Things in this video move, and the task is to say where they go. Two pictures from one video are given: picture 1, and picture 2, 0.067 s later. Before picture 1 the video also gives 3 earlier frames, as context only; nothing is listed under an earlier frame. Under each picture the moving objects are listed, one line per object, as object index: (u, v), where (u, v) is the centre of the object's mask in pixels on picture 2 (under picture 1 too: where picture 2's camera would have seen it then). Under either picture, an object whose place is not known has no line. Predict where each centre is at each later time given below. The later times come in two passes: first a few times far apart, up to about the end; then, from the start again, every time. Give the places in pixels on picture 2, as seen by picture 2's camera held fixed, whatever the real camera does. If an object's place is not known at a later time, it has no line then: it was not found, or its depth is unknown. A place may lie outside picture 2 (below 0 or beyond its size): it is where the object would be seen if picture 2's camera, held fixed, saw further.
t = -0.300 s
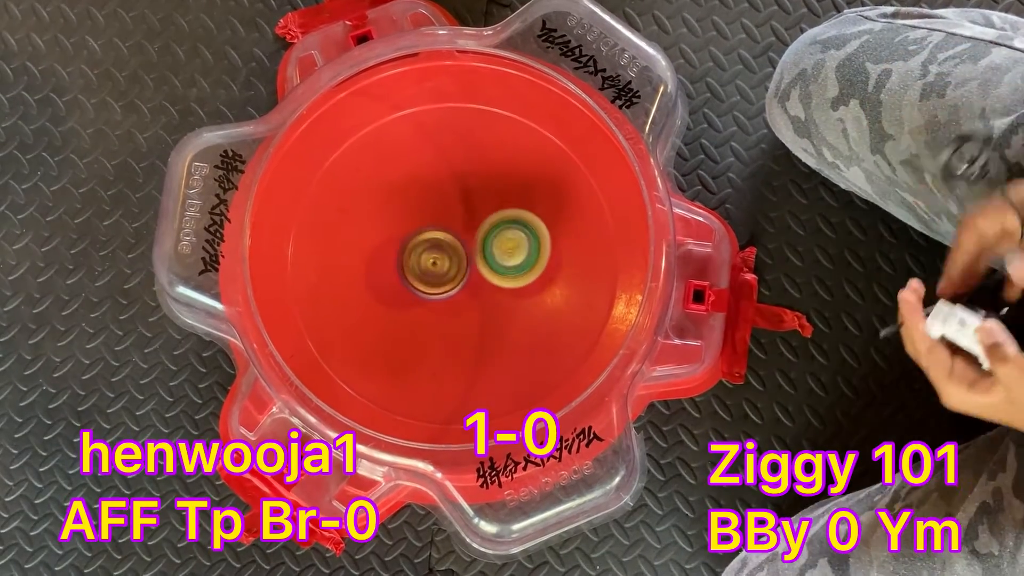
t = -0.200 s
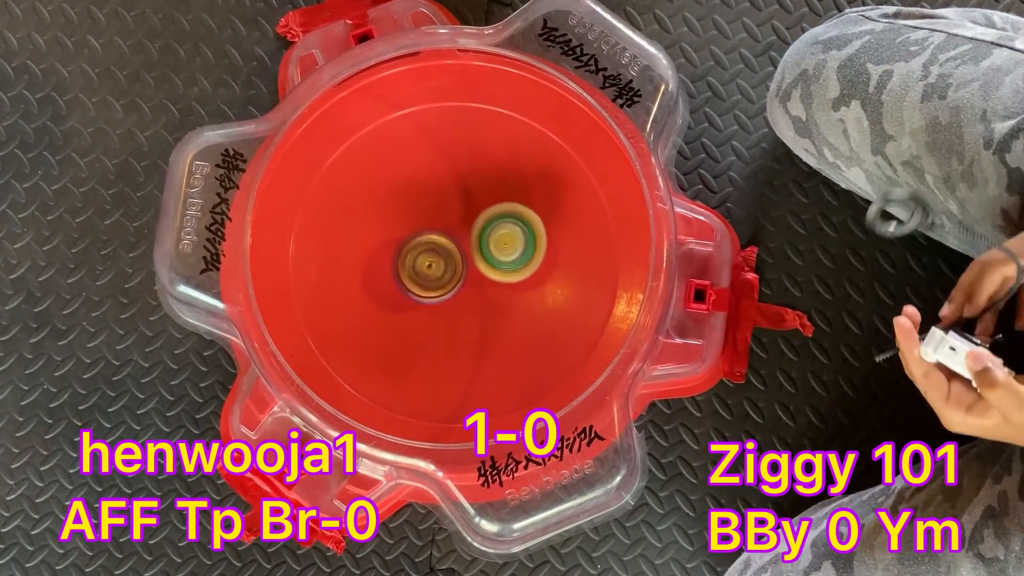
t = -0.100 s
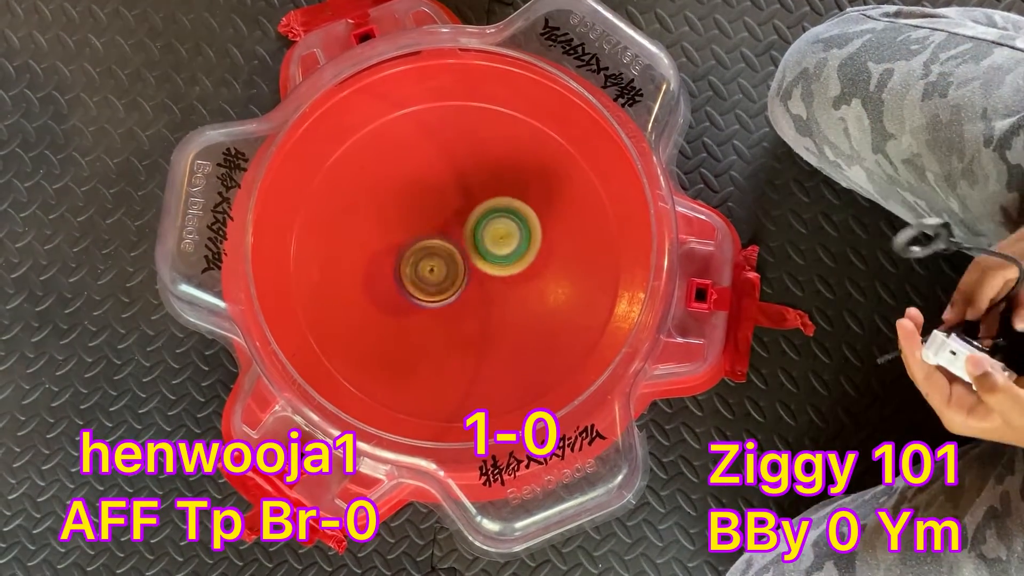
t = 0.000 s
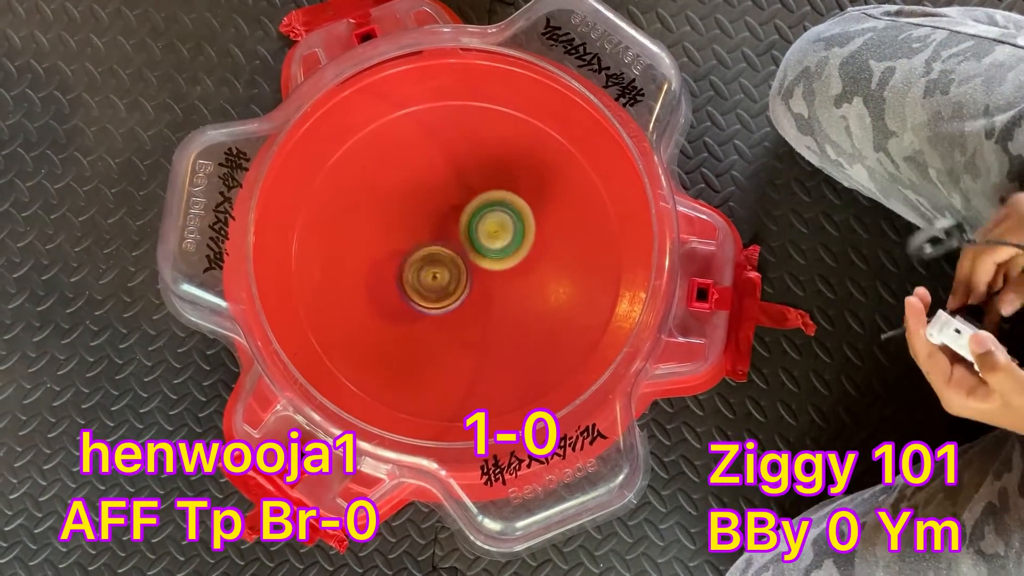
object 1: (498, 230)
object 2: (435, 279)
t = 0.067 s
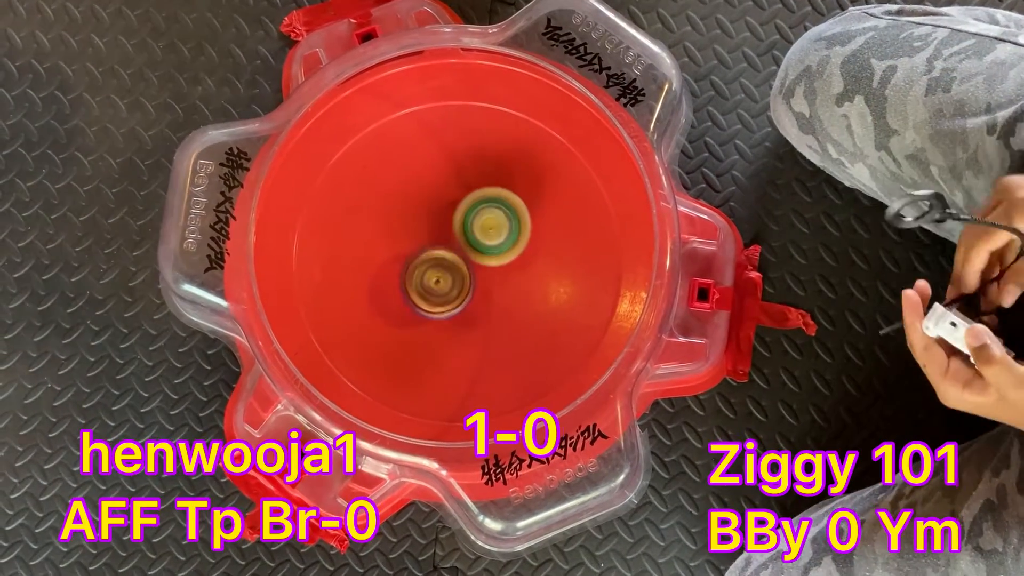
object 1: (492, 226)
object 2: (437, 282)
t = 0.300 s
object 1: (475, 218)
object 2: (445, 290)
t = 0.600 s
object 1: (452, 212)
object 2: (451, 291)
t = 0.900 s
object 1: (434, 204)
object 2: (464, 319)
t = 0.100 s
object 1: (490, 224)
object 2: (437, 285)
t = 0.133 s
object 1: (487, 222)
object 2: (437, 289)
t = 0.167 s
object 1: (484, 221)
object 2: (438, 292)
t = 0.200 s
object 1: (482, 220)
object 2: (439, 293)
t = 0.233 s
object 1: (480, 219)
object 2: (441, 293)
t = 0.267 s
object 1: (478, 218)
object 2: (442, 292)
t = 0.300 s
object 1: (475, 218)
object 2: (445, 290)
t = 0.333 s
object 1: (473, 216)
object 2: (446, 291)
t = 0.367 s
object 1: (470, 216)
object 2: (447, 291)
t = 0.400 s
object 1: (467, 215)
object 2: (449, 290)
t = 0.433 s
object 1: (464, 213)
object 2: (449, 293)
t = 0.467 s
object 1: (462, 212)
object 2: (450, 294)
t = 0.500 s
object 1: (459, 212)
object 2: (451, 293)
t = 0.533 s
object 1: (456, 213)
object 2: (452, 292)
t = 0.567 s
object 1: (454, 213)
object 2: (452, 290)
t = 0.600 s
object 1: (452, 212)
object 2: (451, 291)
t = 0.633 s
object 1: (450, 212)
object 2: (450, 292)
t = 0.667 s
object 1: (448, 213)
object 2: (450, 292)
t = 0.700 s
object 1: (446, 213)
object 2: (449, 291)
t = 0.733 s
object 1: (443, 205)
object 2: (452, 303)
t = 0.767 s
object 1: (440, 201)
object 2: (454, 311)
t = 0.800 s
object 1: (437, 201)
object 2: (457, 316)
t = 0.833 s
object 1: (436, 201)
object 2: (459, 319)
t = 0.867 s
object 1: (435, 203)
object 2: (461, 320)
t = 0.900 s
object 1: (434, 204)
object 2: (464, 319)
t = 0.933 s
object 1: (433, 205)
